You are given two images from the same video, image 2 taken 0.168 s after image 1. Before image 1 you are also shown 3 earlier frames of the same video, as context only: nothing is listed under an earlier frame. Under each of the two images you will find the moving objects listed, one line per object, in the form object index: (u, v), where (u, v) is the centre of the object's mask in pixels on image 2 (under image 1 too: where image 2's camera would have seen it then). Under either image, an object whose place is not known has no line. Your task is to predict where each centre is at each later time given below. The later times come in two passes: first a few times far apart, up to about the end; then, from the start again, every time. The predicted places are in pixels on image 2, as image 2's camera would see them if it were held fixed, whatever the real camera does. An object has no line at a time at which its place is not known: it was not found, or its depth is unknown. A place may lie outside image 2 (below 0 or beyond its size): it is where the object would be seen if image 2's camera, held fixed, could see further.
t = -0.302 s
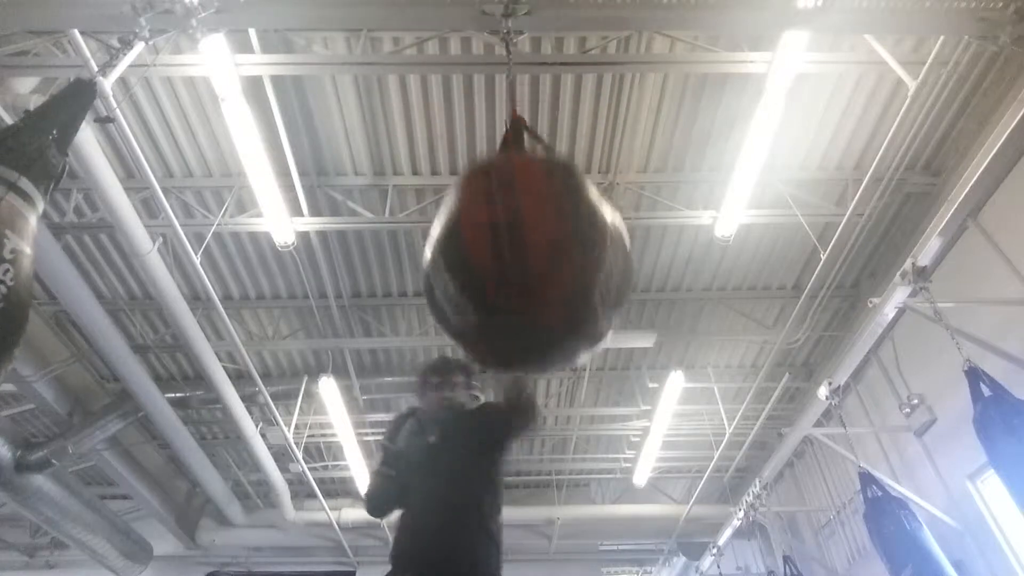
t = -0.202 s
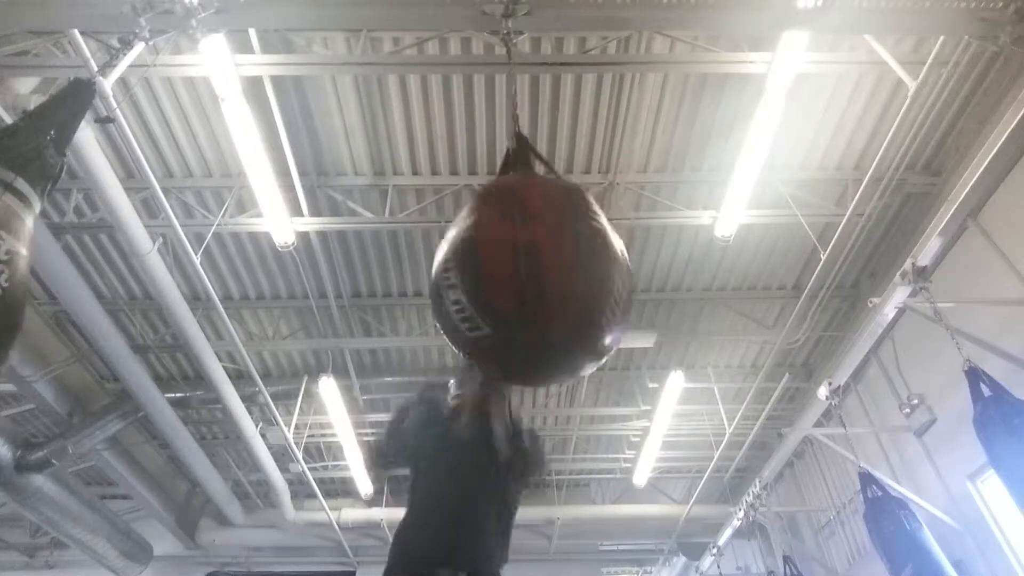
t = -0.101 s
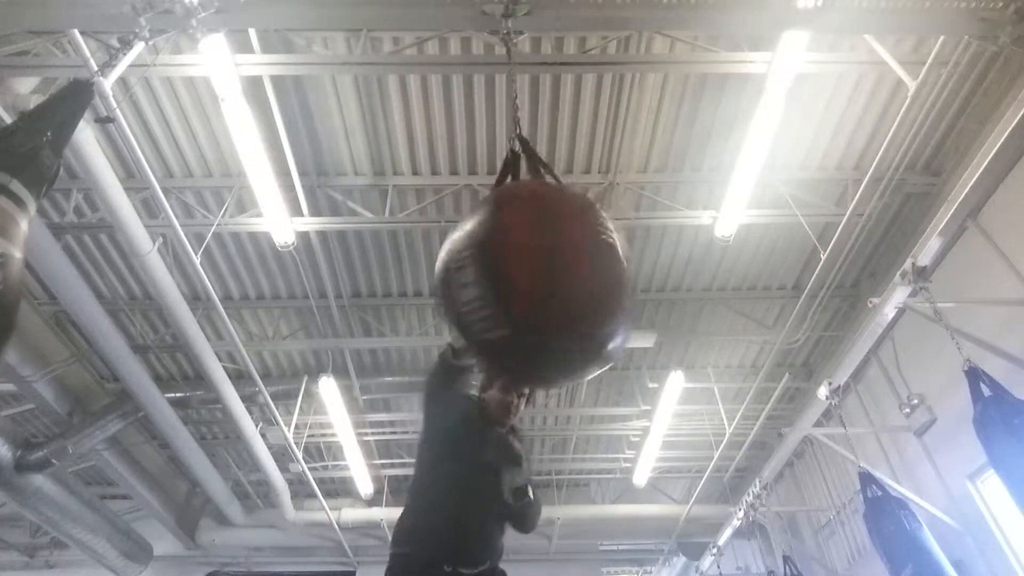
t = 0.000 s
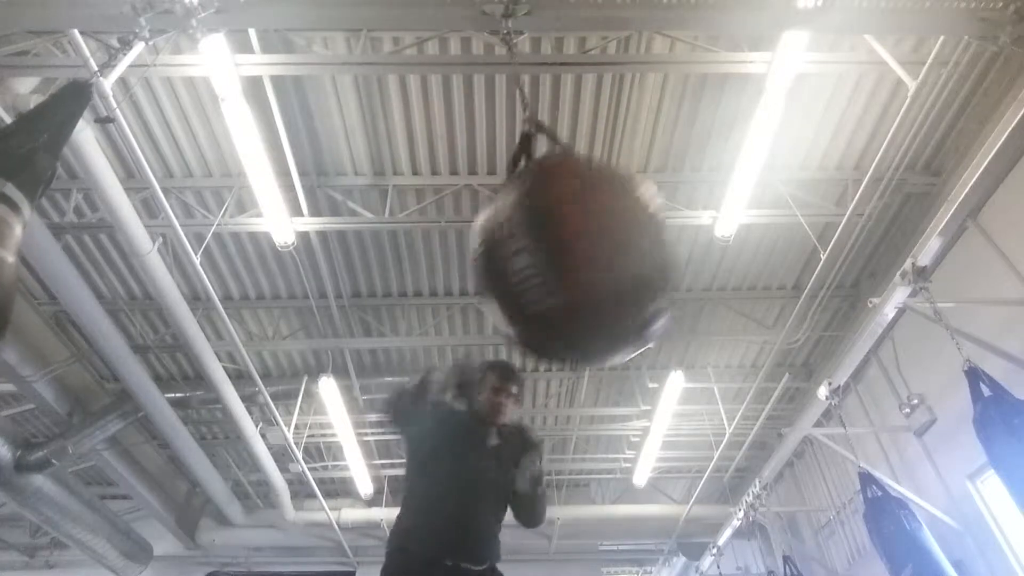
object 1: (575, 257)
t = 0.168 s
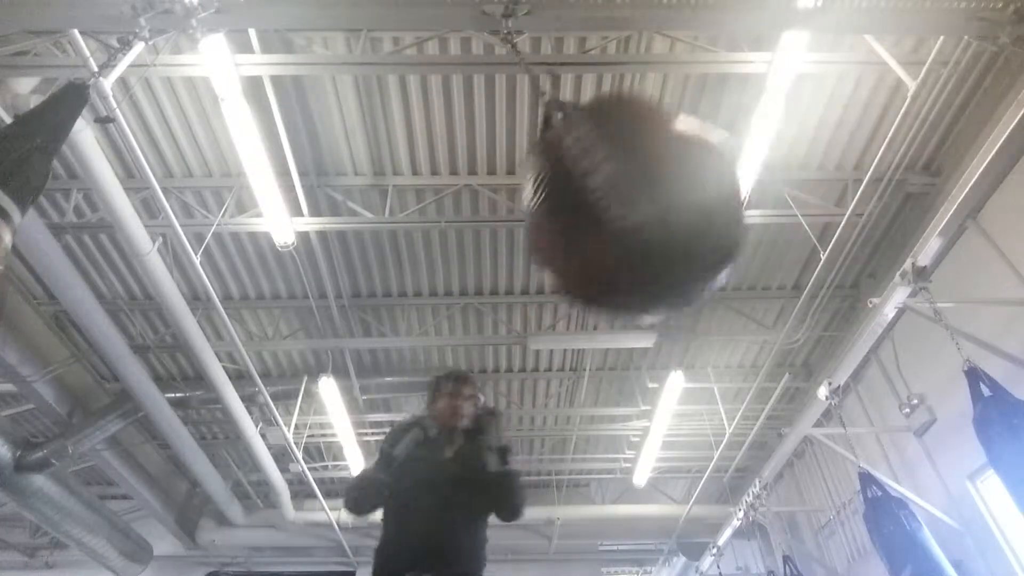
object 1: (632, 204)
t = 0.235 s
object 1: (651, 181)
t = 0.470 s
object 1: (676, 120)
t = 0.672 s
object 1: (646, 111)
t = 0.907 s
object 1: (565, 155)
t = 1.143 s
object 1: (465, 231)
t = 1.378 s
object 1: (415, 278)
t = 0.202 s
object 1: (641, 193)
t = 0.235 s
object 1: (651, 181)
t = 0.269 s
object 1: (661, 172)
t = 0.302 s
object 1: (666, 163)
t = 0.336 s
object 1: (669, 150)
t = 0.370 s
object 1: (673, 140)
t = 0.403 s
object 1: (678, 135)
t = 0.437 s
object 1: (676, 124)
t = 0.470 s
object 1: (676, 120)
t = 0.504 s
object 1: (674, 116)
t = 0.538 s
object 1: (672, 114)
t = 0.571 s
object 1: (667, 111)
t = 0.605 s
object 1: (664, 113)
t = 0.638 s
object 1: (658, 112)
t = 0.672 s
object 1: (646, 111)
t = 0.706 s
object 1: (638, 119)
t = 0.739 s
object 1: (626, 116)
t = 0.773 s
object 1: (617, 119)
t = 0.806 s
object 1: (604, 125)
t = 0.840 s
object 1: (593, 136)
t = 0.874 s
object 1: (576, 143)
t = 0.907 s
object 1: (565, 155)
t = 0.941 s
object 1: (546, 165)
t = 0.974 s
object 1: (534, 179)
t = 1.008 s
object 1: (519, 190)
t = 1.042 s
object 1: (503, 200)
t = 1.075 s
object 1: (491, 211)
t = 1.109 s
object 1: (476, 220)
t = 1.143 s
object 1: (465, 231)
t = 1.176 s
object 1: (455, 240)
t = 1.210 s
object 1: (446, 248)
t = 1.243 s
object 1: (437, 255)
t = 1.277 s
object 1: (431, 260)
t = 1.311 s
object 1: (424, 269)
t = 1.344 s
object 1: (419, 272)
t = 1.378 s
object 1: (415, 278)
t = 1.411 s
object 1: (413, 283)
